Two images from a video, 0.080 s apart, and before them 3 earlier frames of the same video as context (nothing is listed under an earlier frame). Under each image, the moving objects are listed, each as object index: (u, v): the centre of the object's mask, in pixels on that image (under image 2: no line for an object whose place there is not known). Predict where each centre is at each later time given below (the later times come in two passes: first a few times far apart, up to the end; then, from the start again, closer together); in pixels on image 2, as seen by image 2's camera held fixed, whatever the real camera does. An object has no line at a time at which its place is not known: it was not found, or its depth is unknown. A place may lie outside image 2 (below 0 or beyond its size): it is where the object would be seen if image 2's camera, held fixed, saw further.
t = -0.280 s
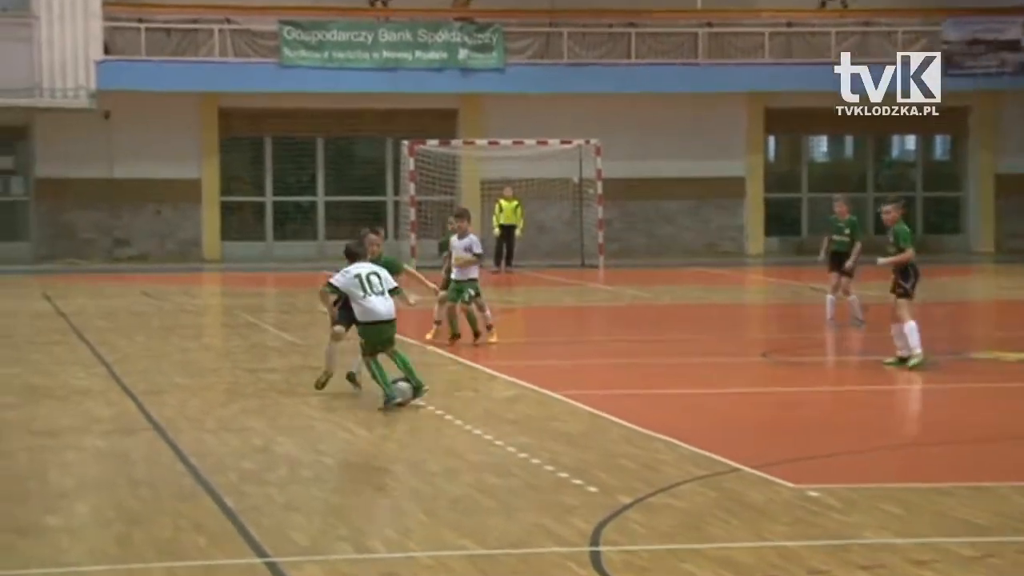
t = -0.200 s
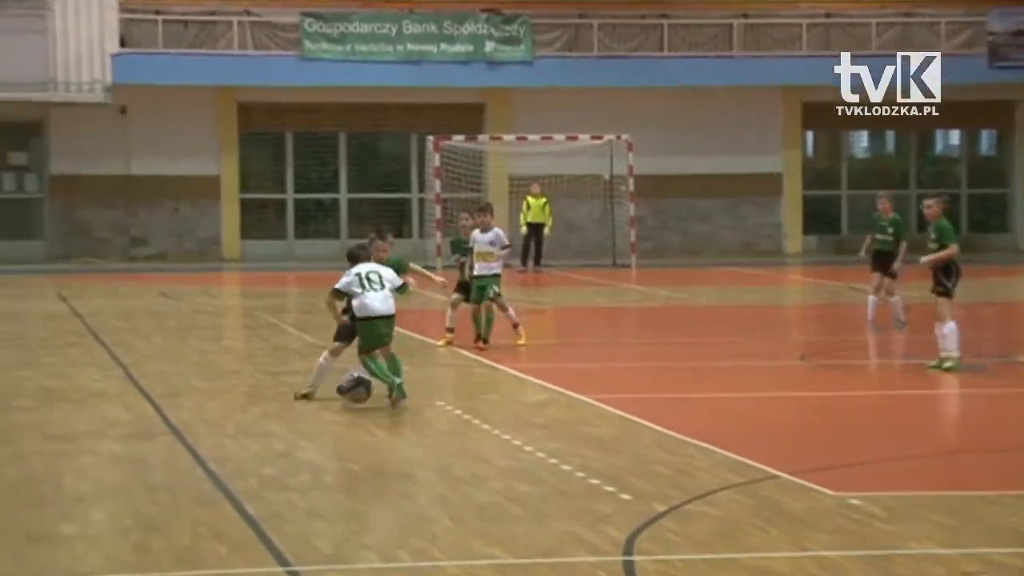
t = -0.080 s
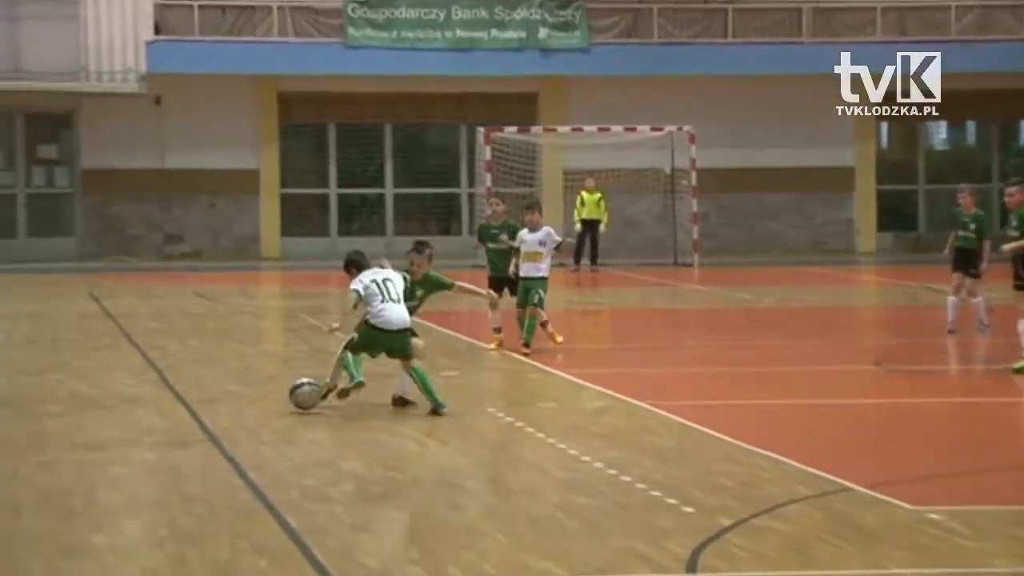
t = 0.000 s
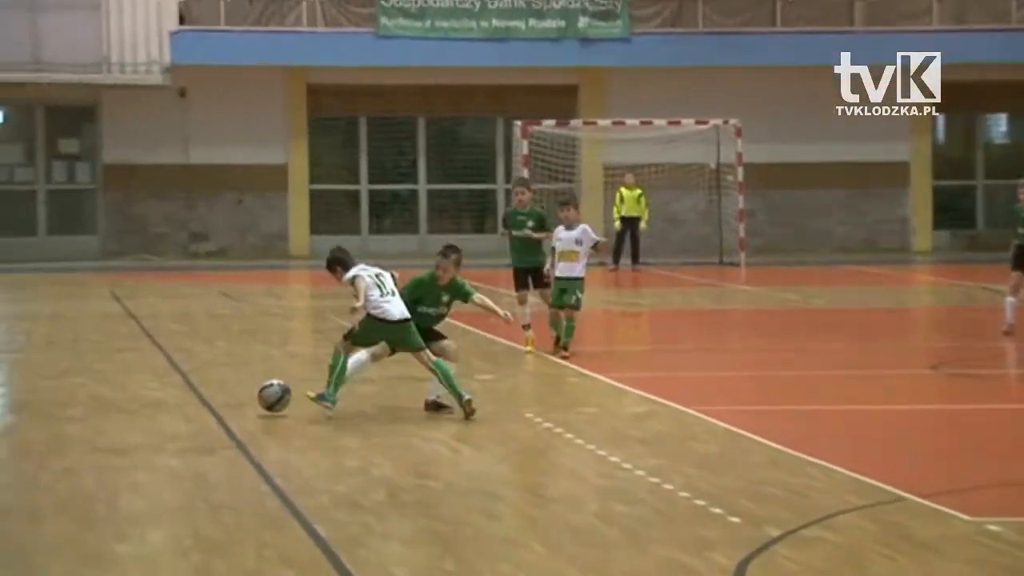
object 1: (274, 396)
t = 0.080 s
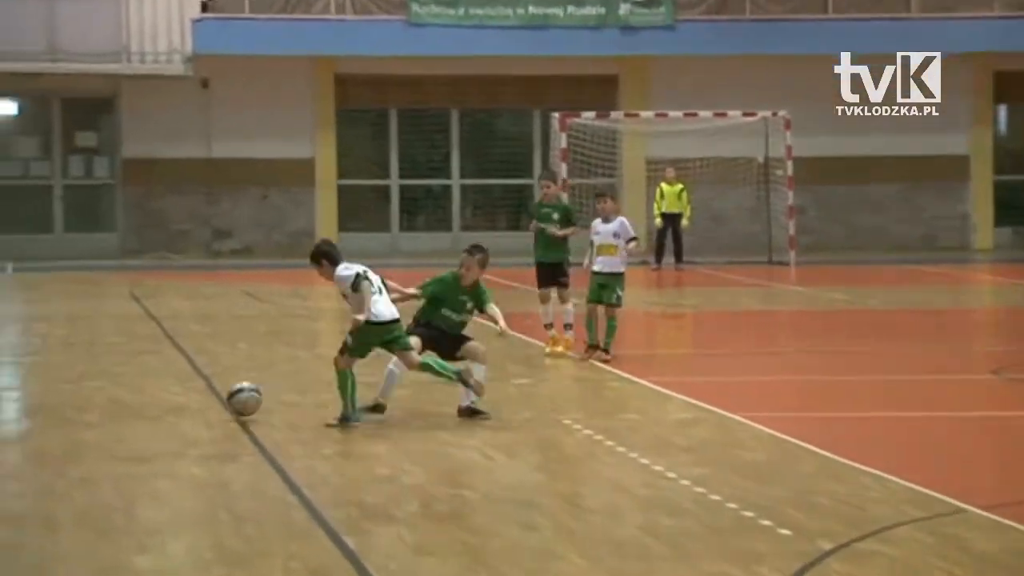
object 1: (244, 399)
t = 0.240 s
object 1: (142, 397)
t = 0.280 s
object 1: (115, 396)
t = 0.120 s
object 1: (217, 397)
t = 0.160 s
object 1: (191, 400)
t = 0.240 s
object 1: (142, 397)
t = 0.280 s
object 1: (115, 396)
